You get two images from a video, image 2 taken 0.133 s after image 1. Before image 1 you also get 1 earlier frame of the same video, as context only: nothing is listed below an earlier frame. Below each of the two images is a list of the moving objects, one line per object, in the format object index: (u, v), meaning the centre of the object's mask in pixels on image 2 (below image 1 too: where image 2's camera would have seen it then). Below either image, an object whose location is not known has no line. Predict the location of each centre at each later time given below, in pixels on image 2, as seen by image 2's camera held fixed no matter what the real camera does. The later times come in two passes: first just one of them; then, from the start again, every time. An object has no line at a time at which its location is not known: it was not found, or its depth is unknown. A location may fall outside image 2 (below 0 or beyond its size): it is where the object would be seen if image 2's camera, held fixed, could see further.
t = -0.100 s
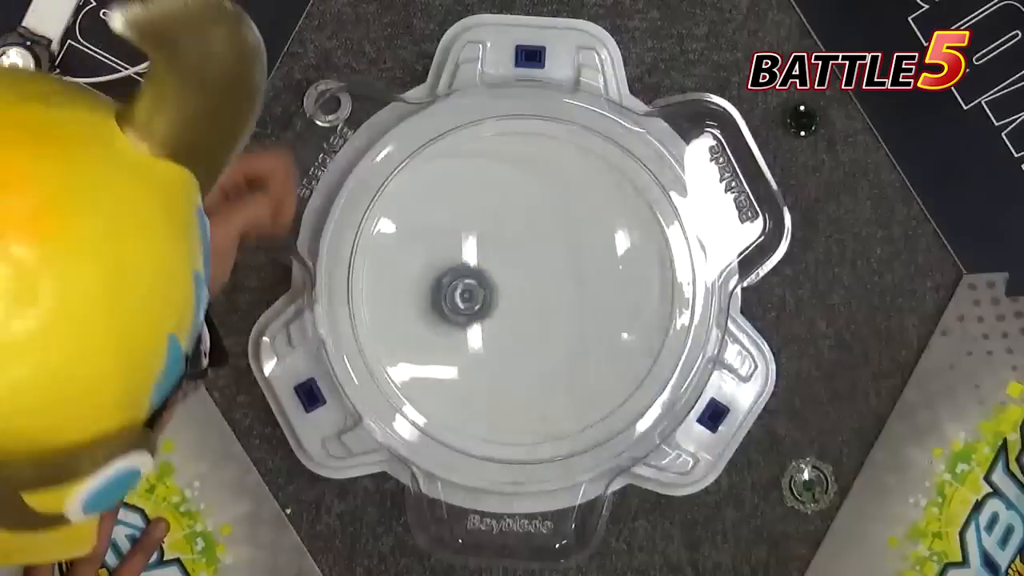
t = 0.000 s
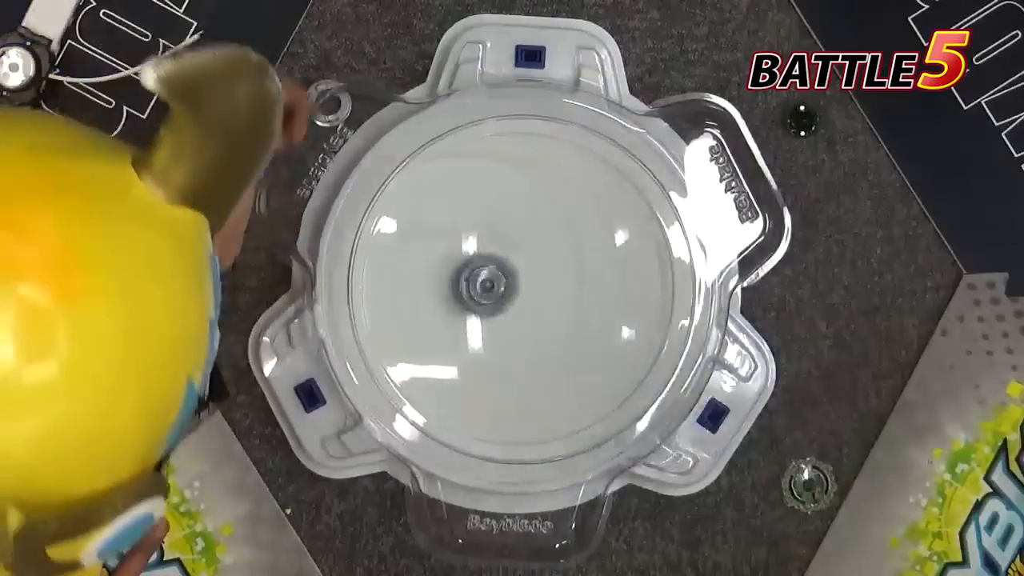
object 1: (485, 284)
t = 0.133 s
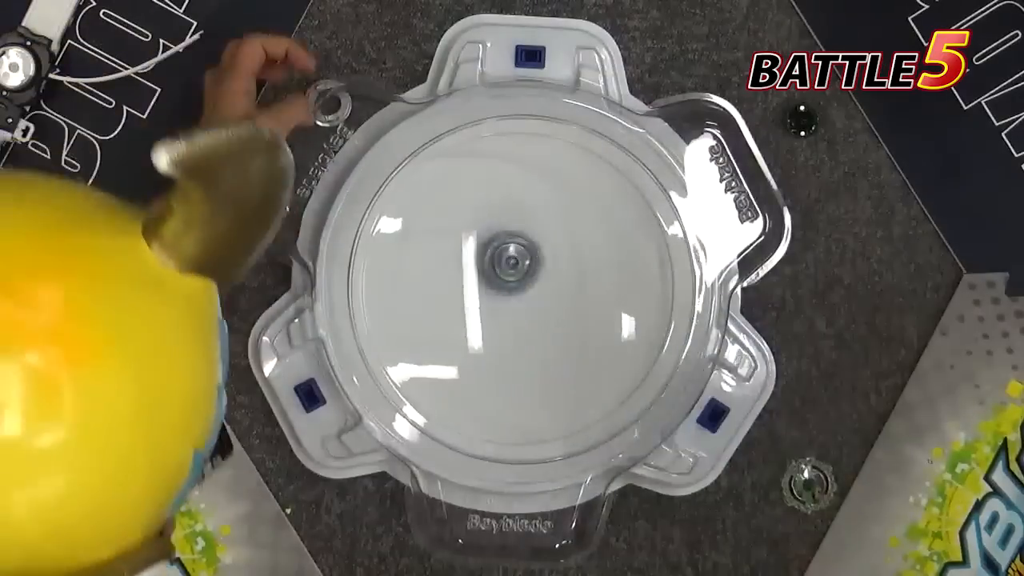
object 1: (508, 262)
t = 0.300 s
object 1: (526, 234)
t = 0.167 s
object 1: (513, 255)
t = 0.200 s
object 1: (518, 249)
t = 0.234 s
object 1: (522, 244)
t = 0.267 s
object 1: (525, 238)
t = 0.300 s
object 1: (526, 234)
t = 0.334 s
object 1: (527, 230)
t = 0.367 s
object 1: (527, 228)
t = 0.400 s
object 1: (527, 227)
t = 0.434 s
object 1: (526, 228)
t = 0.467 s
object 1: (525, 231)
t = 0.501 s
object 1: (523, 233)
